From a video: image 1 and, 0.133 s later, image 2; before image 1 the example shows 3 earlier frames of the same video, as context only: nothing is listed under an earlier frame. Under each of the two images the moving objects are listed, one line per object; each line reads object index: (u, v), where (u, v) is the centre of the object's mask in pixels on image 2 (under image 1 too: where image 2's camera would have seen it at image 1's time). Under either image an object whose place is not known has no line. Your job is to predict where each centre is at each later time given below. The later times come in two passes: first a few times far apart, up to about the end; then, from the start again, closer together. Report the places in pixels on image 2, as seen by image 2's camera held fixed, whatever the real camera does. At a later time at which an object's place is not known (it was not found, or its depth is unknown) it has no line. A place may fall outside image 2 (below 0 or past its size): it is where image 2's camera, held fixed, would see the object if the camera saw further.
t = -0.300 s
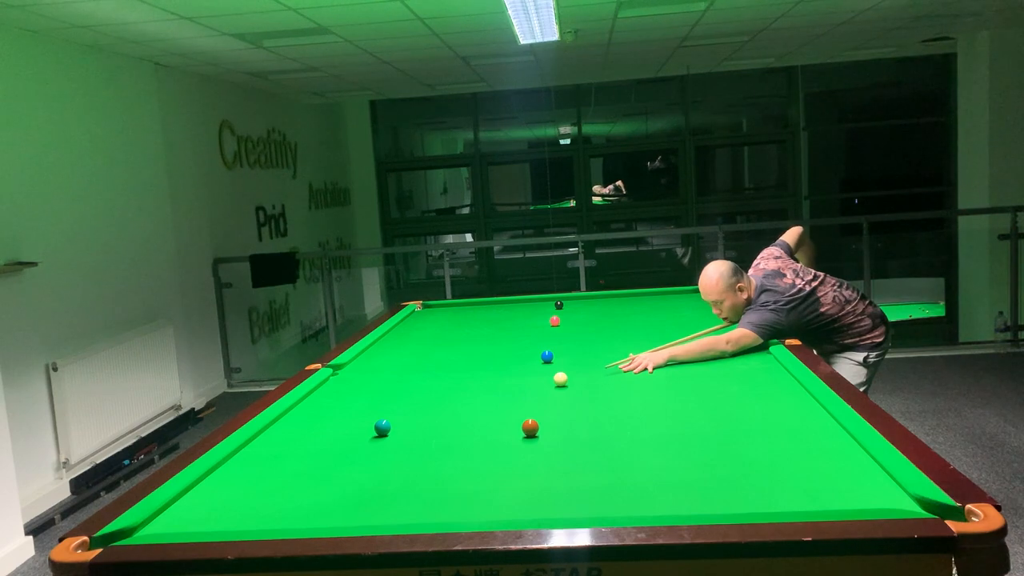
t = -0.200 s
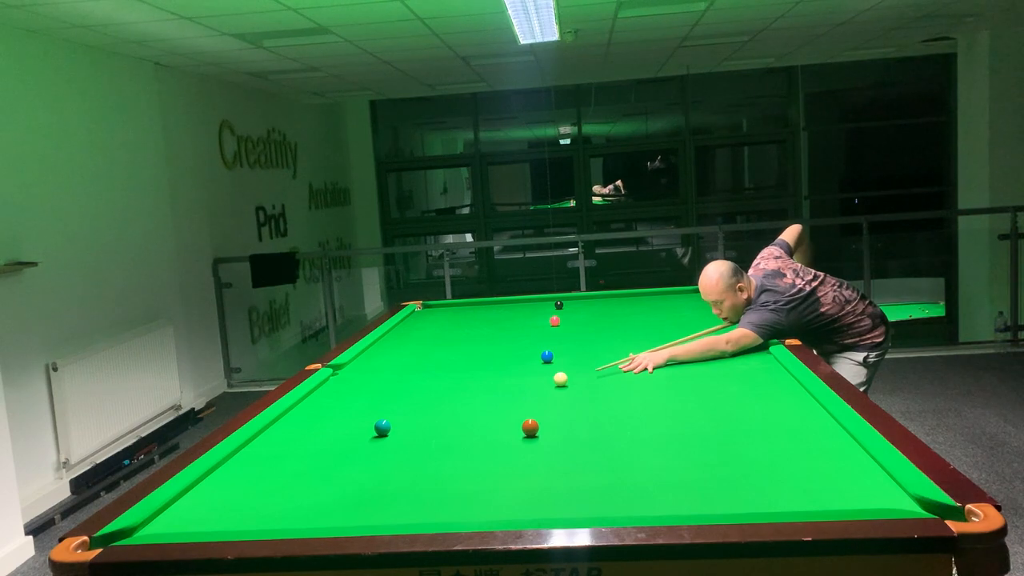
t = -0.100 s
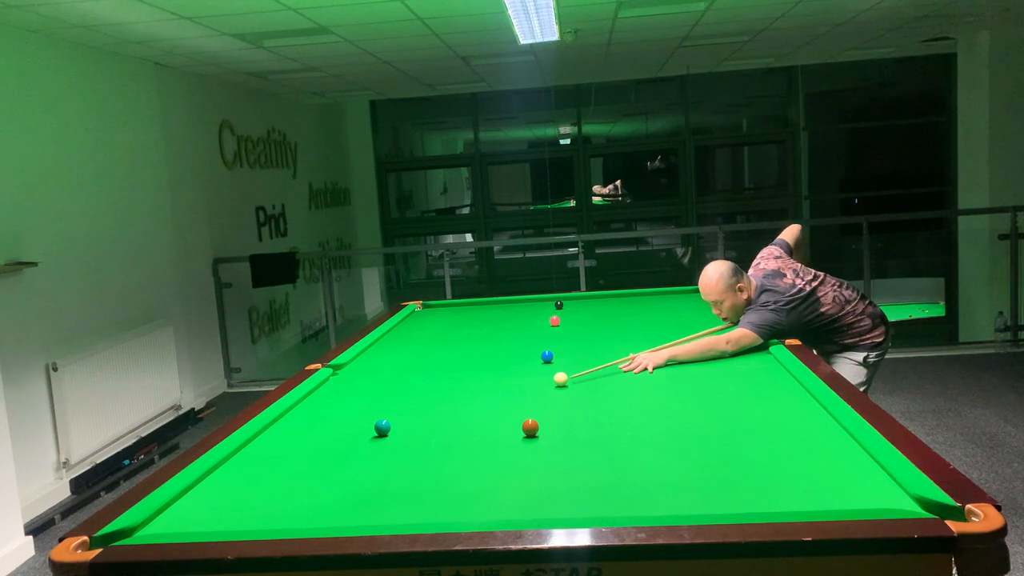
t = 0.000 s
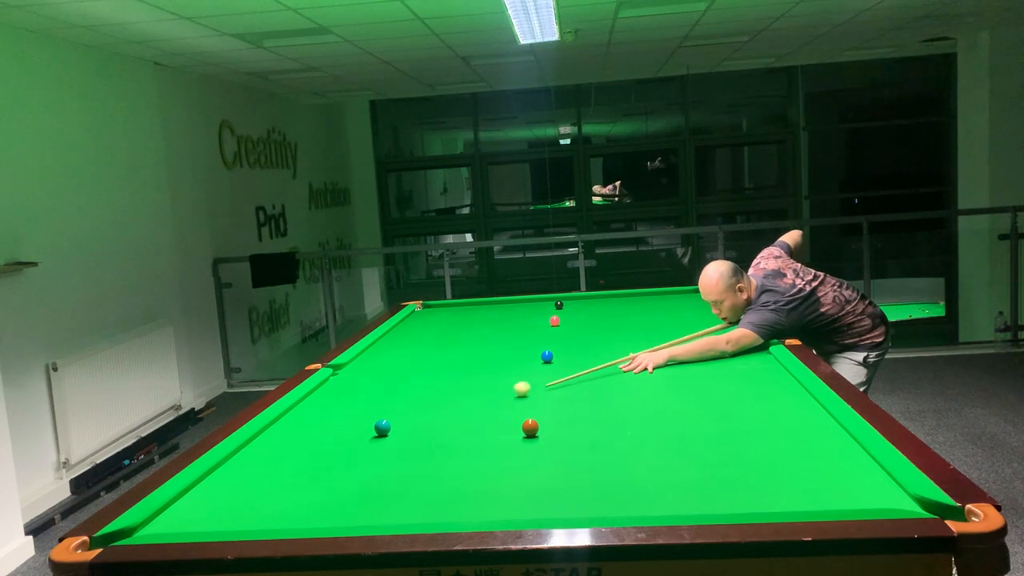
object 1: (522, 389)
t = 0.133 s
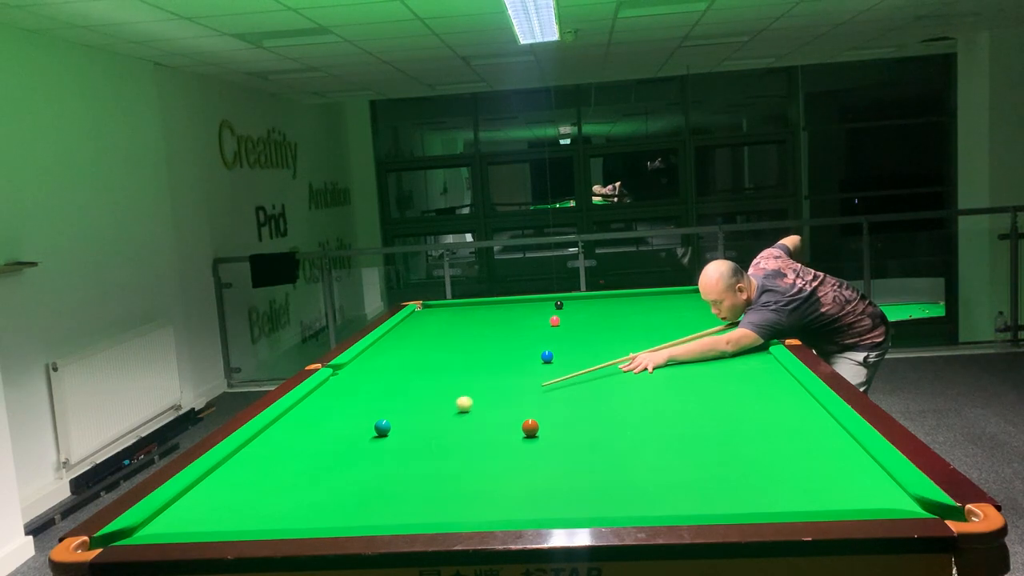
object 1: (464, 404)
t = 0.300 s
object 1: (398, 421)
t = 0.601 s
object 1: (349, 424)
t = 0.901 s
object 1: (304, 427)
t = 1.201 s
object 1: (272, 429)
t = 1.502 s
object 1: (297, 426)
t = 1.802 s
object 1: (320, 424)
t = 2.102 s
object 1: (341, 422)
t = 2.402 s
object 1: (359, 420)
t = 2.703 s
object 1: (375, 418)
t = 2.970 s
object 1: (387, 417)
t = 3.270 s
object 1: (399, 416)
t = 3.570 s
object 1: (408, 415)
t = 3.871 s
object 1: (415, 414)
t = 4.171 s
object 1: (420, 414)
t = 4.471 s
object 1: (423, 413)
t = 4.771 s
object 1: (424, 413)
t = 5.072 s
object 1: (424, 413)
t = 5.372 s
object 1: (424, 413)
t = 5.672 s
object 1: (424, 413)
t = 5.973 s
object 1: (424, 413)
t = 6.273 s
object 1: (424, 413)
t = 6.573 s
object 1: (424, 413)
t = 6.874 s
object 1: (424, 413)
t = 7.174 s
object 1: (424, 413)
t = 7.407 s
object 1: (424, 413)
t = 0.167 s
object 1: (450, 407)
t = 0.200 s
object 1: (437, 411)
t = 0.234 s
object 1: (423, 415)
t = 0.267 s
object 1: (411, 418)
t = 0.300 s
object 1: (398, 421)
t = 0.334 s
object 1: (391, 422)
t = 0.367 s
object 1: (385, 423)
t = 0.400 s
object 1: (380, 423)
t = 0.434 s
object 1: (375, 423)
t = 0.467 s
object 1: (370, 423)
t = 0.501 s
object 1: (364, 424)
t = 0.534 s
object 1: (359, 424)
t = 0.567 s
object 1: (354, 424)
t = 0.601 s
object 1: (349, 424)
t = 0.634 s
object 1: (344, 425)
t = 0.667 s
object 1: (339, 425)
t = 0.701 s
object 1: (334, 425)
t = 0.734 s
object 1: (329, 426)
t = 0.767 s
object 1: (324, 426)
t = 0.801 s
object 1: (319, 426)
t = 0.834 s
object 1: (314, 426)
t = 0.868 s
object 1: (309, 427)
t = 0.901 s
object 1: (304, 427)
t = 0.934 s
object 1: (300, 427)
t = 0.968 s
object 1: (295, 427)
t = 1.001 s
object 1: (290, 428)
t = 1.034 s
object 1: (286, 428)
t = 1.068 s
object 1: (281, 428)
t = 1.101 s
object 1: (276, 428)
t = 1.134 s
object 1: (272, 429)
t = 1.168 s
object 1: (268, 429)
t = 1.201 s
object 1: (272, 429)
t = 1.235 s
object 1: (275, 428)
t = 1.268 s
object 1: (278, 428)
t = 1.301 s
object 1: (281, 428)
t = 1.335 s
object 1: (284, 427)
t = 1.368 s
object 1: (286, 427)
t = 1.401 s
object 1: (289, 427)
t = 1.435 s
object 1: (292, 427)
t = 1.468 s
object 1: (295, 426)
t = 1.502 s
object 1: (297, 426)
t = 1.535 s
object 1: (300, 426)
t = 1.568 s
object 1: (303, 426)
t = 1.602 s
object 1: (305, 425)
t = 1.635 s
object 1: (308, 425)
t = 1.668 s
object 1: (310, 425)
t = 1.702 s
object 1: (313, 424)
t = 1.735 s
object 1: (316, 424)
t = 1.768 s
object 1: (318, 424)
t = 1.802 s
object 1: (320, 424)
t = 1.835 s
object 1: (323, 423)
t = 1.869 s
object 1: (325, 423)
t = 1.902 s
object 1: (327, 423)
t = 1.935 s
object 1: (330, 423)
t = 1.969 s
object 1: (332, 422)
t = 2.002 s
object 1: (334, 422)
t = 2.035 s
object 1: (337, 422)
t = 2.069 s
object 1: (339, 422)
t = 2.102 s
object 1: (341, 422)
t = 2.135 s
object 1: (343, 421)
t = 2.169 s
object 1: (345, 421)
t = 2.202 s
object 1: (347, 421)
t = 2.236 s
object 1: (350, 421)
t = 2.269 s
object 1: (352, 421)
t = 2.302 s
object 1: (354, 420)
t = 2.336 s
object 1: (356, 420)
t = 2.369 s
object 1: (357, 420)
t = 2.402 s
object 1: (359, 420)
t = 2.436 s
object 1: (361, 420)
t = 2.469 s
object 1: (363, 419)
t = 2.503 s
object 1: (365, 419)
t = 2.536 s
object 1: (367, 419)
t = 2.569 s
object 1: (368, 419)
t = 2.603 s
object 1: (370, 419)
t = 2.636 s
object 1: (372, 419)
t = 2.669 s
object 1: (374, 418)
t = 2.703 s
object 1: (375, 418)
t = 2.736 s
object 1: (377, 418)
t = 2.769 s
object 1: (379, 418)
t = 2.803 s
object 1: (380, 418)
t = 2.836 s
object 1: (382, 418)
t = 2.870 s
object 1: (383, 417)
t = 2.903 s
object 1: (384, 417)
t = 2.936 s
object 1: (386, 417)
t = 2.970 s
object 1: (387, 417)
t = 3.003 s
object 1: (389, 417)
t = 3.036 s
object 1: (390, 417)
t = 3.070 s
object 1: (392, 417)
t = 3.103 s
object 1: (393, 416)
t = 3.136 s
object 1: (394, 416)
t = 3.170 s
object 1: (395, 416)
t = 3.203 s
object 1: (396, 416)
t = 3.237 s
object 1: (398, 416)
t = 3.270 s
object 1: (399, 416)
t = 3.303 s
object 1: (400, 416)
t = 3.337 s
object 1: (401, 415)
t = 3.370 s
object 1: (402, 415)
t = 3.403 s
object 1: (403, 415)
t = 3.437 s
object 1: (404, 415)
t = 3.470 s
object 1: (405, 415)
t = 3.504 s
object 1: (406, 415)
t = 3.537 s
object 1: (407, 415)
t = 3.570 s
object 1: (408, 415)
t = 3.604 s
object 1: (409, 415)
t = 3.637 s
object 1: (410, 415)
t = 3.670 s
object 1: (411, 415)
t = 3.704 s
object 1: (411, 415)
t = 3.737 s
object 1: (412, 414)
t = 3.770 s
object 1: (413, 414)
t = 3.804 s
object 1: (414, 414)
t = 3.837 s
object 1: (415, 414)
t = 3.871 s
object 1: (415, 414)
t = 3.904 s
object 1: (416, 414)
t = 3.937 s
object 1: (417, 414)
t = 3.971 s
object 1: (417, 414)
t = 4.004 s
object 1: (418, 414)
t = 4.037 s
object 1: (418, 414)
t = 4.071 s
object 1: (419, 414)
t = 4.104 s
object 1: (419, 414)
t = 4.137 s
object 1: (420, 414)
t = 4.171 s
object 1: (420, 414)
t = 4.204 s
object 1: (420, 414)
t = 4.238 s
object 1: (421, 413)
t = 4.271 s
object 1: (422, 413)
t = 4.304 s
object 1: (422, 413)
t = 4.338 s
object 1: (422, 413)
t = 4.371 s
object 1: (422, 413)
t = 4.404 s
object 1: (423, 413)
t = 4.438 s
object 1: (423, 413)
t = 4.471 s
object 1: (423, 413)
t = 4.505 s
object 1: (423, 413)
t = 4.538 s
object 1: (423, 413)
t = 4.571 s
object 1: (423, 413)
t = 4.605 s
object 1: (423, 413)
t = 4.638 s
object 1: (424, 413)
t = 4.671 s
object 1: (424, 413)
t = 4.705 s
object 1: (424, 413)
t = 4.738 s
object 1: (424, 413)
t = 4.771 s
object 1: (424, 413)
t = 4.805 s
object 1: (424, 413)
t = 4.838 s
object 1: (424, 413)
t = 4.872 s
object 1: (424, 413)
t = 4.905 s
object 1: (424, 413)
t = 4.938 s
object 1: (424, 413)
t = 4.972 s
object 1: (424, 413)
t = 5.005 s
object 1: (424, 413)
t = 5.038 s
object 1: (424, 413)
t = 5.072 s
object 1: (424, 413)
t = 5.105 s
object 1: (424, 413)
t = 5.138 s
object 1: (424, 413)
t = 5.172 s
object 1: (424, 413)
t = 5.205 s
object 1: (424, 413)
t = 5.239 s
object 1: (424, 413)
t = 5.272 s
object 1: (424, 413)
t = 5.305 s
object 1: (424, 413)
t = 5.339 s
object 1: (424, 413)
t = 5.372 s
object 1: (424, 413)
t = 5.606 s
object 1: (429, 412)
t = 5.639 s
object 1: (424, 413)
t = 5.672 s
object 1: (424, 413)
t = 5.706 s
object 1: (424, 413)
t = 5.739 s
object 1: (424, 413)
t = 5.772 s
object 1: (424, 413)
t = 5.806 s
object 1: (424, 413)
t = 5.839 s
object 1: (424, 413)
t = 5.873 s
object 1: (424, 413)
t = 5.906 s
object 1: (424, 413)
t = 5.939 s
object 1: (424, 413)
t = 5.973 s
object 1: (424, 413)
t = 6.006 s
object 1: (424, 413)
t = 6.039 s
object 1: (424, 413)
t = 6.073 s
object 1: (424, 413)
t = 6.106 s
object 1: (424, 413)
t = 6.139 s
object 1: (424, 413)
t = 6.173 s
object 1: (424, 413)
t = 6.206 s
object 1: (424, 413)
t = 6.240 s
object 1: (424, 413)
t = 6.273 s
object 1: (424, 413)
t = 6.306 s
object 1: (424, 413)
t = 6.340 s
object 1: (424, 413)
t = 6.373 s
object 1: (424, 413)
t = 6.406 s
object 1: (424, 413)
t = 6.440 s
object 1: (424, 413)
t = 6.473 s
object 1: (424, 413)
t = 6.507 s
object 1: (424, 413)
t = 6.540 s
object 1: (424, 413)
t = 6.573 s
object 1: (424, 413)
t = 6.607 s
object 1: (424, 413)
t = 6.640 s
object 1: (424, 413)
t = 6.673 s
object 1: (424, 413)
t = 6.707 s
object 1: (424, 413)
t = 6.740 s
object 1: (424, 413)
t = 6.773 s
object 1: (424, 413)
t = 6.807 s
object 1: (424, 413)
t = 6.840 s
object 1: (424, 413)
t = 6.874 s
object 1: (424, 413)
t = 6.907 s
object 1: (424, 413)
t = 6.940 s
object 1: (424, 413)
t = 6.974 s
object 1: (424, 413)
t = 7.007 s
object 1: (424, 413)
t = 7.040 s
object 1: (424, 413)
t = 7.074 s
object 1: (424, 413)
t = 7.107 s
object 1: (424, 413)
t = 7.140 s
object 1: (424, 413)
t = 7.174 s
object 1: (424, 413)
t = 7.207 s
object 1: (424, 413)
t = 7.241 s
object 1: (424, 413)
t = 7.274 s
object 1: (424, 413)
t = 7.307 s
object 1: (424, 413)
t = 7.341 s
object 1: (424, 413)
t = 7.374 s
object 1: (424, 413)
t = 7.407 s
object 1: (424, 413)
